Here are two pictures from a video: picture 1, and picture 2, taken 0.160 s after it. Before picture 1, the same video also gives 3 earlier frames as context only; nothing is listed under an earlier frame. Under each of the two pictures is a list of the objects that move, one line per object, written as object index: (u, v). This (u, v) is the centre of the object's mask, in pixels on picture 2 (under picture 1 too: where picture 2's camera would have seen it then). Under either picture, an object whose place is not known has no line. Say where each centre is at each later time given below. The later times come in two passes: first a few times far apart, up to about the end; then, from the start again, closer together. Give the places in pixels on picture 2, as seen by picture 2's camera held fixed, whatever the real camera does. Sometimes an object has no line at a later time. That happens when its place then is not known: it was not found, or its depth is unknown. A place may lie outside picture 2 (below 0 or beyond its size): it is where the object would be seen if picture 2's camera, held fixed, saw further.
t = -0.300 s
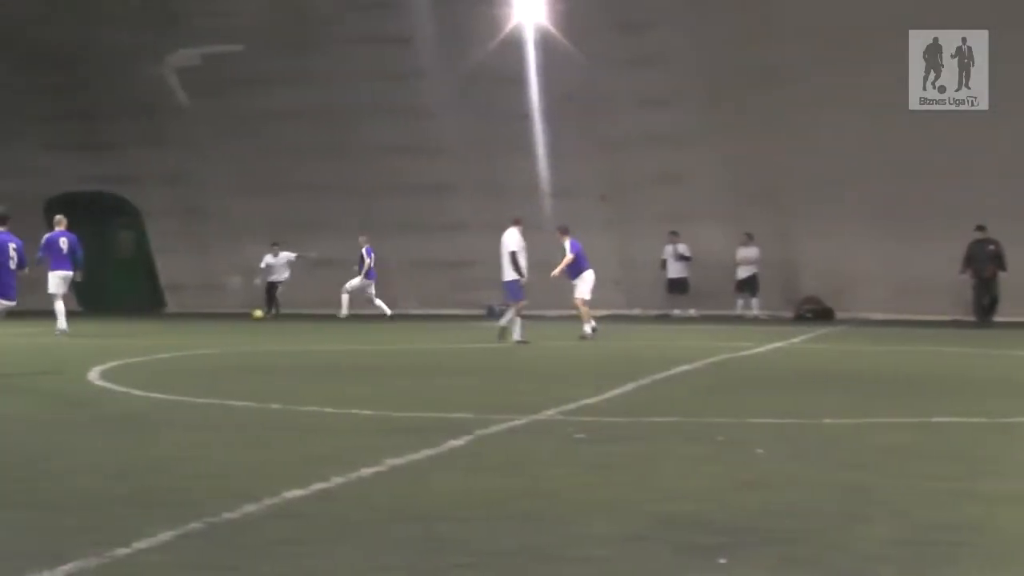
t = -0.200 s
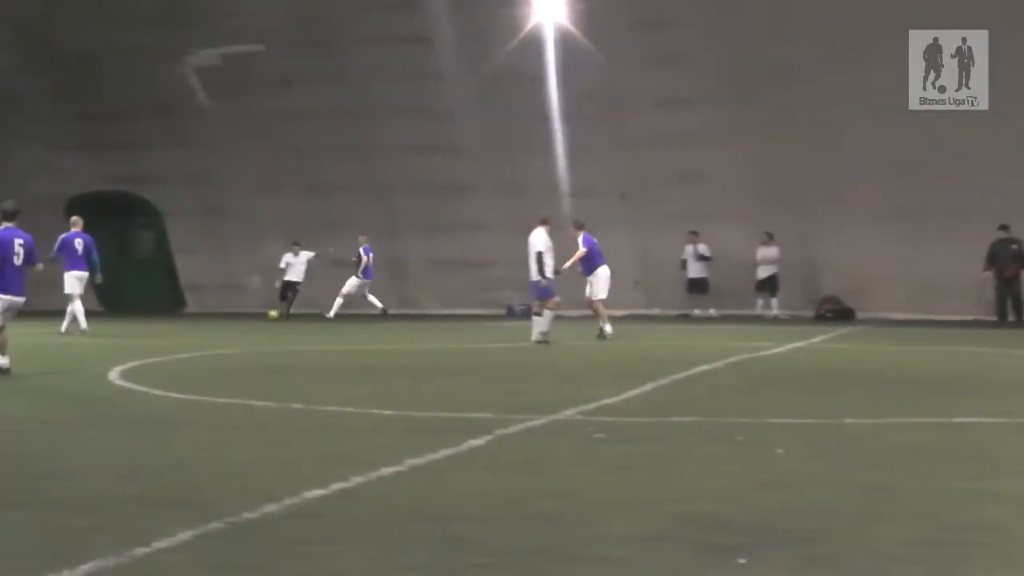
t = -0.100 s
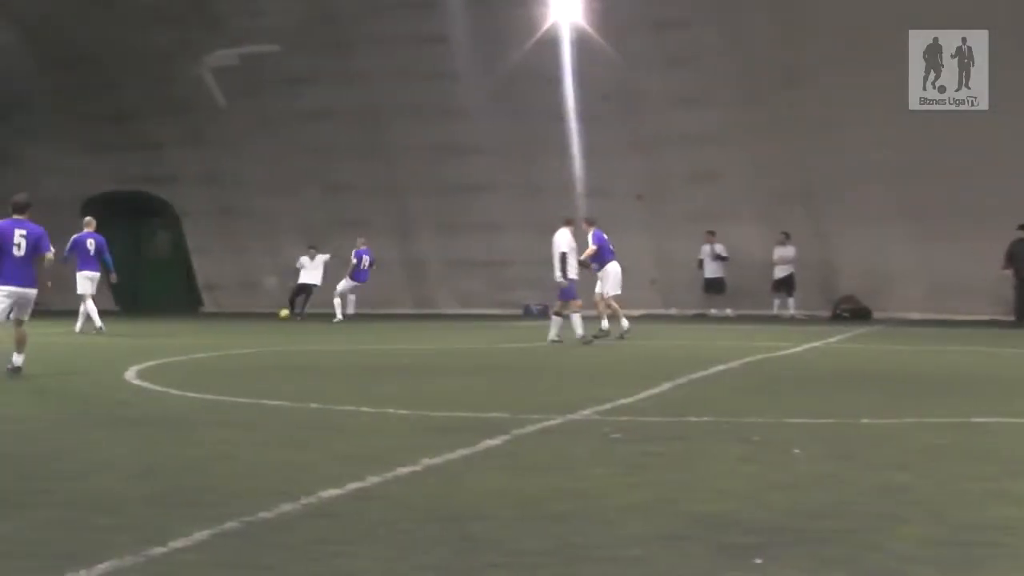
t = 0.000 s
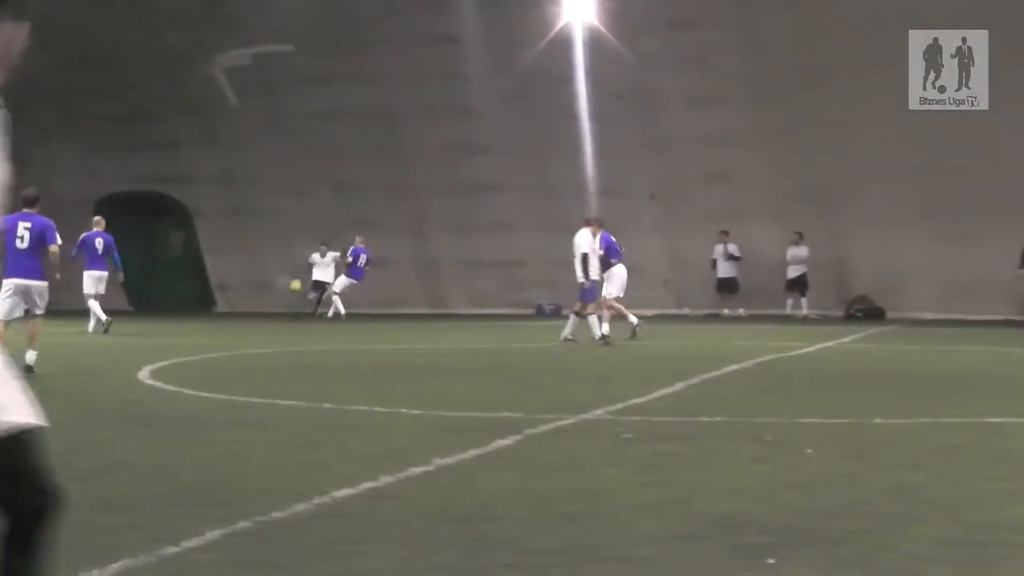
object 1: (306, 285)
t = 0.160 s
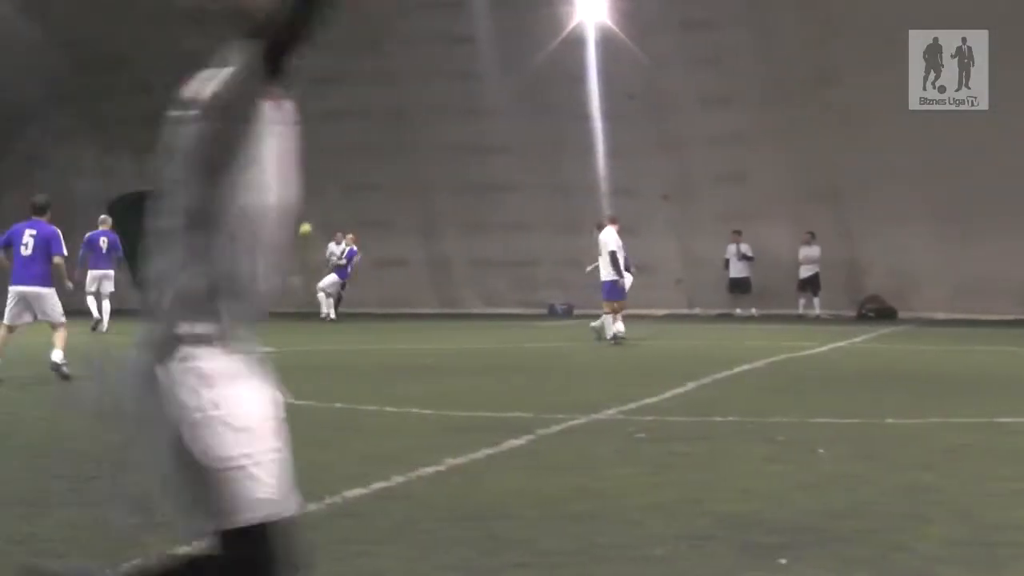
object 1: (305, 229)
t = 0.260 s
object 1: (307, 196)
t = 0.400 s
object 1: (315, 153)
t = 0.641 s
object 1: (346, 92)
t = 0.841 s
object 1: (399, 61)
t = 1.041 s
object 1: (486, 65)
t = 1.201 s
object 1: (592, 107)
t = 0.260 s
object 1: (307, 196)
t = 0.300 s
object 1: (308, 182)
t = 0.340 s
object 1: (309, 170)
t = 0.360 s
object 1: (312, 164)
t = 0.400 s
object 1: (315, 153)
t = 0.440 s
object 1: (318, 141)
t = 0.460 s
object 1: (319, 136)
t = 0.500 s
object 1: (325, 125)
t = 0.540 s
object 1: (329, 115)
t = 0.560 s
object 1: (332, 110)
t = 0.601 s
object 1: (339, 100)
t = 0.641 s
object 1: (346, 92)
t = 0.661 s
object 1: (350, 87)
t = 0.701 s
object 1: (359, 80)
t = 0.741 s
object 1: (368, 73)
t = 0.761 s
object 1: (373, 69)
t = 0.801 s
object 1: (385, 65)
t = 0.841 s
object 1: (399, 61)
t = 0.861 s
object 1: (405, 59)
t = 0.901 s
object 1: (419, 58)
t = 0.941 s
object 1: (435, 58)
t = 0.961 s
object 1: (444, 58)
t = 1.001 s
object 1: (464, 60)
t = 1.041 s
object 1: (486, 65)
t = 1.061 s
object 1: (496, 67)
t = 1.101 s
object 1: (522, 75)
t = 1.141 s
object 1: (548, 85)
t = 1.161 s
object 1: (559, 92)
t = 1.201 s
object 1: (592, 107)
